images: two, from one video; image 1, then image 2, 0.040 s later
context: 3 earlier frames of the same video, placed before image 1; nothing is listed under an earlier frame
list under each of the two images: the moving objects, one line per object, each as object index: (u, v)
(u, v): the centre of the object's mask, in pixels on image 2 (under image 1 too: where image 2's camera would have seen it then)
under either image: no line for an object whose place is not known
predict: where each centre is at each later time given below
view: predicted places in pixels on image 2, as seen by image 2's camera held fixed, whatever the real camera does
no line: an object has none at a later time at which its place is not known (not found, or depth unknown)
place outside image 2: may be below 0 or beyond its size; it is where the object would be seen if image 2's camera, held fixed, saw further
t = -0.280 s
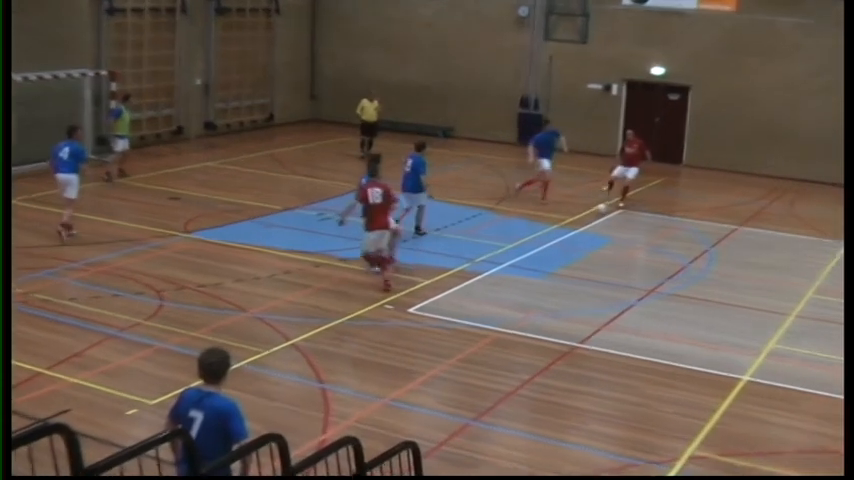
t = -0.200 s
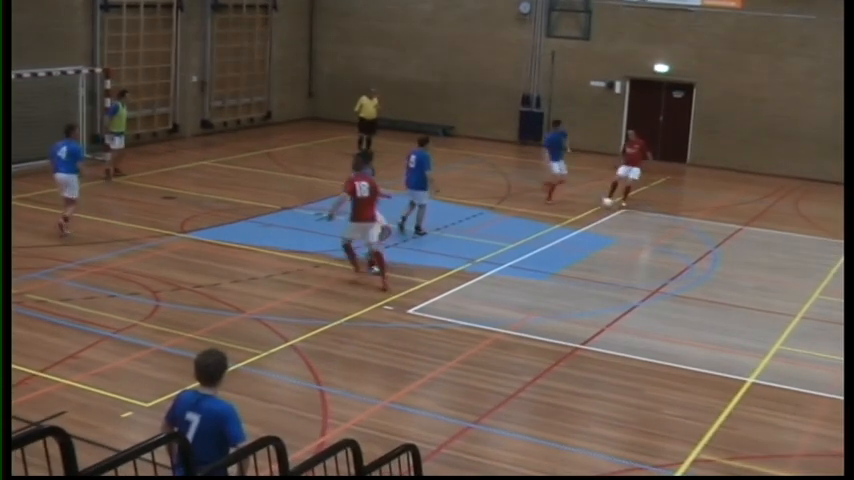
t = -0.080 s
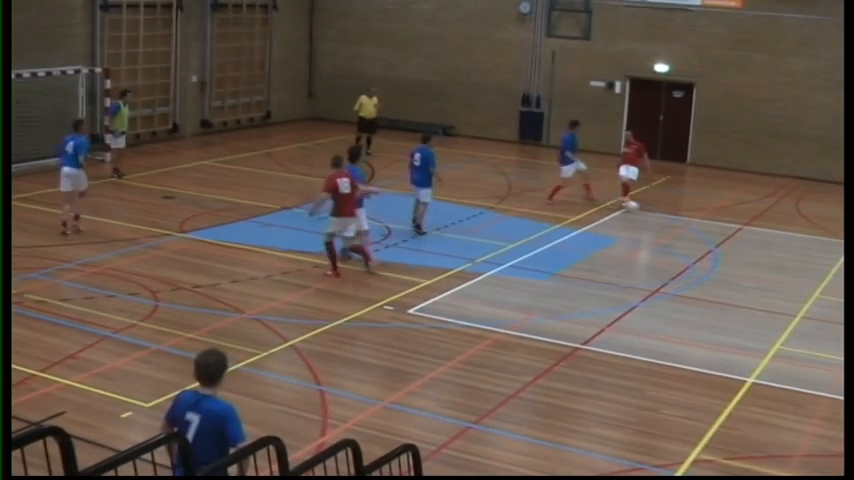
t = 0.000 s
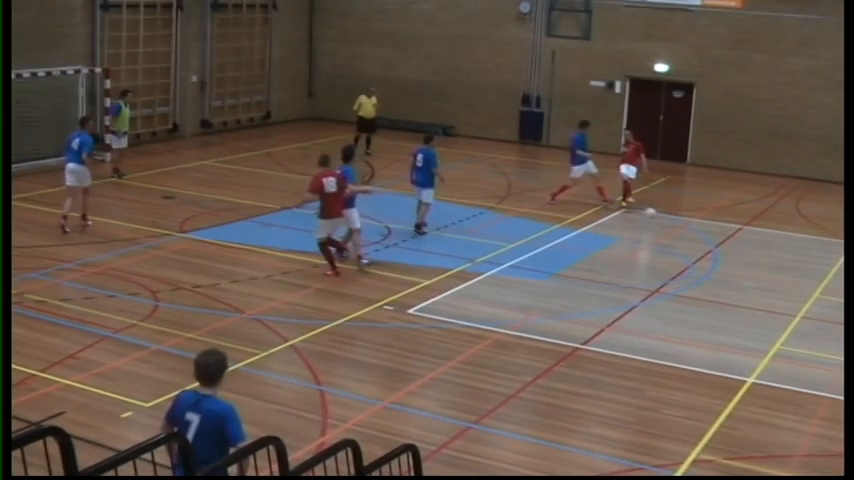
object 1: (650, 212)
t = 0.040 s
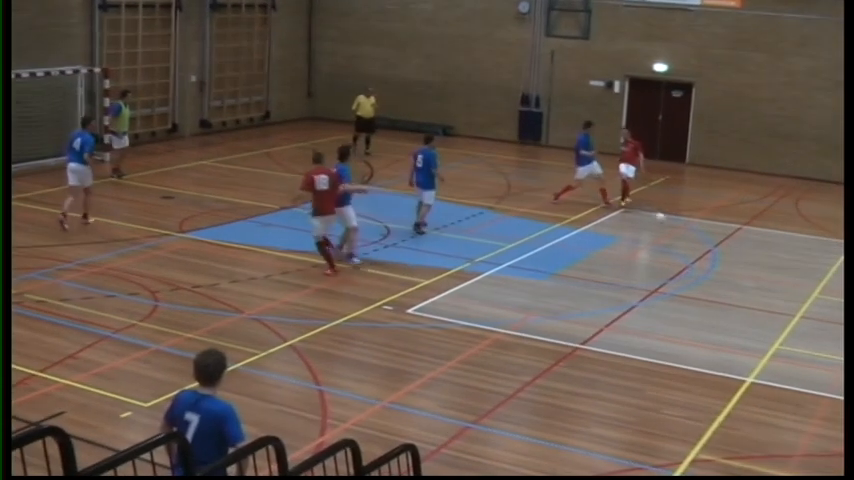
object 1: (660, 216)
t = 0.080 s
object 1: (670, 223)
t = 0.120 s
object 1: (681, 229)
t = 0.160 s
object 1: (692, 237)
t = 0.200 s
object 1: (702, 248)
